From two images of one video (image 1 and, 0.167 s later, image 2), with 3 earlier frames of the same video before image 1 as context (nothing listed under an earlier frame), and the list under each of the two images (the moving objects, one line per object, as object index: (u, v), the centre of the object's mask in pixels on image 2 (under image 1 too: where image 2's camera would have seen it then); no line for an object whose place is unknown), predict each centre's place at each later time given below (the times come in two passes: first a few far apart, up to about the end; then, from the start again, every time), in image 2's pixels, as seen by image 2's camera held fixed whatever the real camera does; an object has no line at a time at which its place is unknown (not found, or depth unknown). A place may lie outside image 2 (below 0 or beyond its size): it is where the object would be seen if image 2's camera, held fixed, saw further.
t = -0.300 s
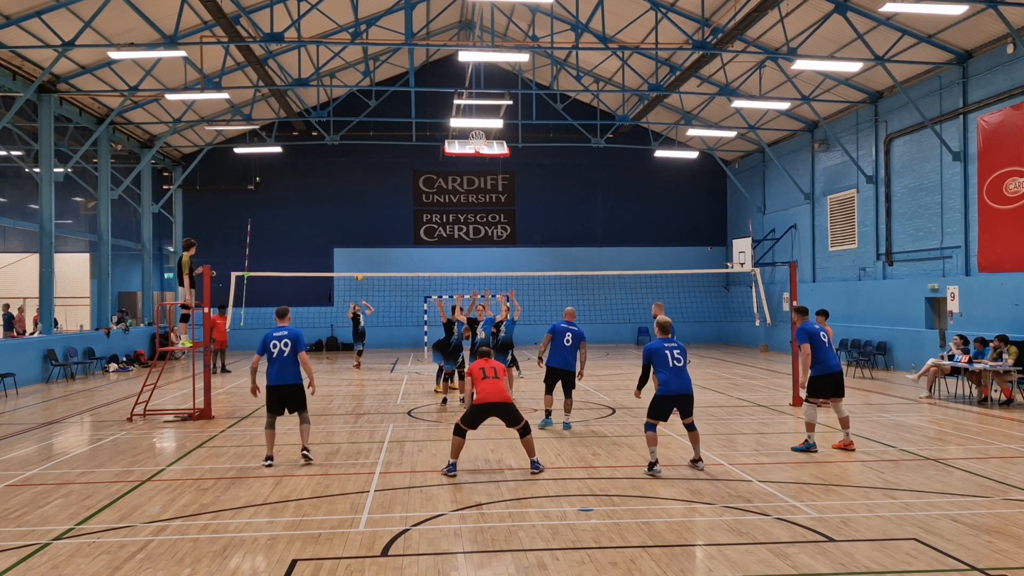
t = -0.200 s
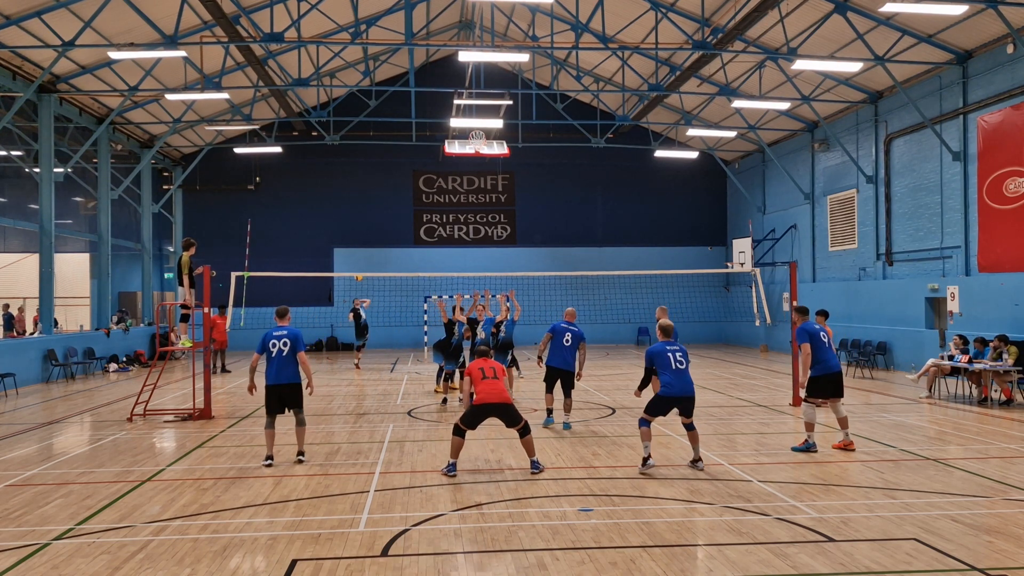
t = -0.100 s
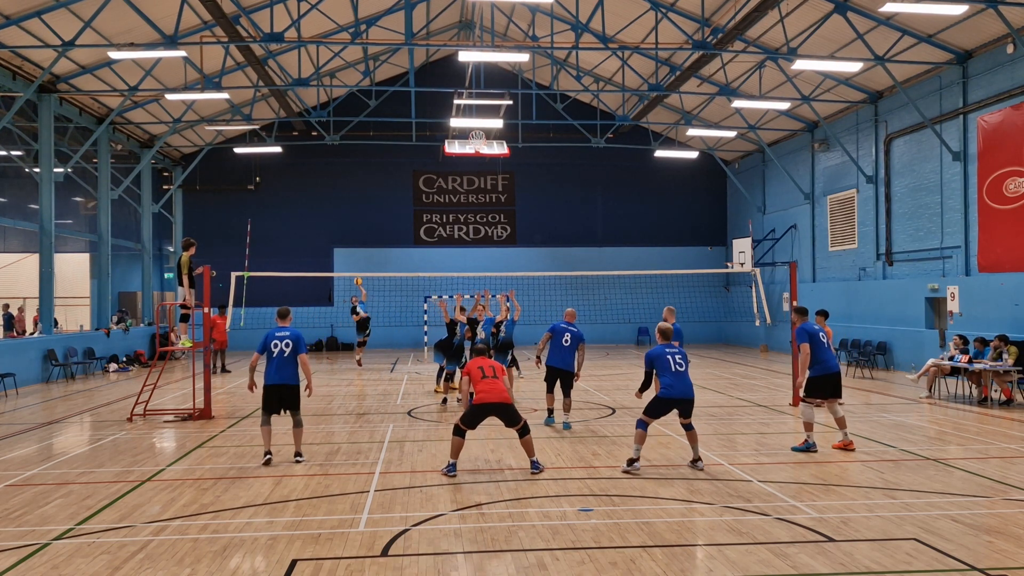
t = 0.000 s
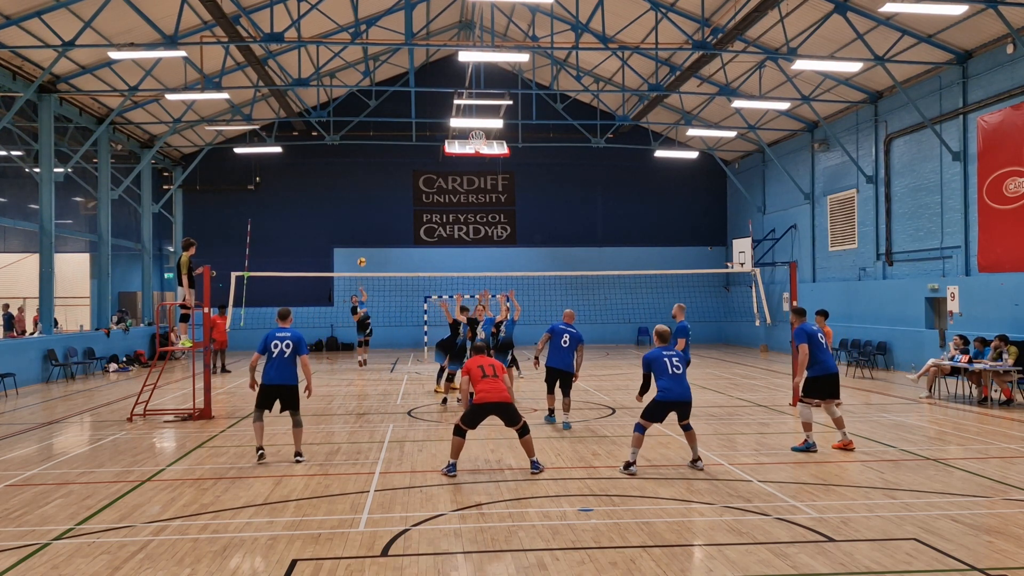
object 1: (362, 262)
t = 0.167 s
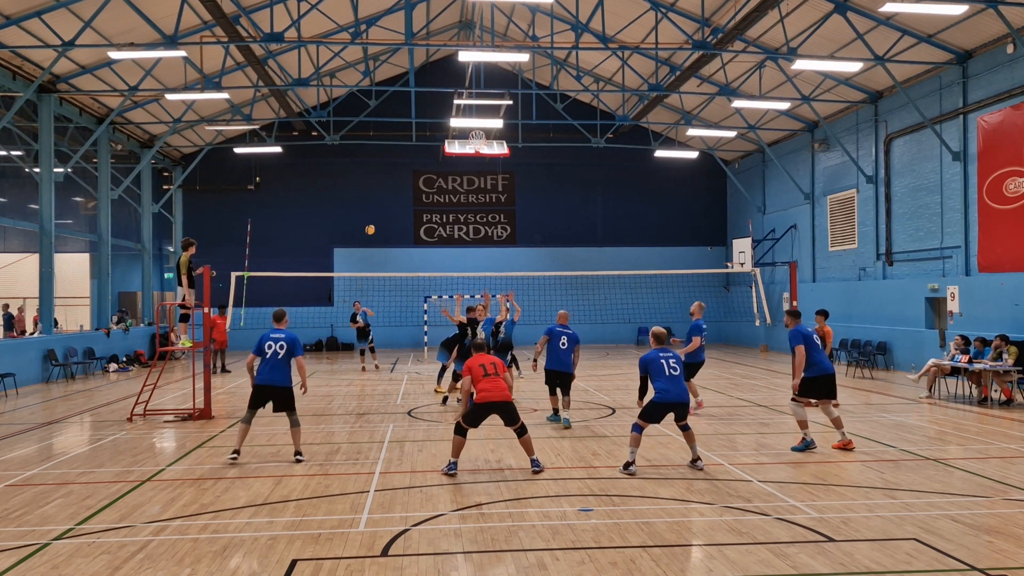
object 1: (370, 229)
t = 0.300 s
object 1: (380, 209)
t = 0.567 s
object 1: (405, 188)
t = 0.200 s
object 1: (372, 224)
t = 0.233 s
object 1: (374, 219)
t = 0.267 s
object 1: (377, 214)
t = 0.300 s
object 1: (380, 209)
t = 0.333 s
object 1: (383, 205)
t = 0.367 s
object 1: (386, 202)
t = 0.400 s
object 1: (389, 198)
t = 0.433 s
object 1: (392, 195)
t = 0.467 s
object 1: (395, 193)
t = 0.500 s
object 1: (398, 190)
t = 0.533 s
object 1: (402, 189)
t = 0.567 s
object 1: (405, 188)
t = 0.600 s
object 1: (409, 188)
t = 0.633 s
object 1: (412, 188)
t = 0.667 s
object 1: (416, 190)
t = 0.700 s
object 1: (420, 192)
